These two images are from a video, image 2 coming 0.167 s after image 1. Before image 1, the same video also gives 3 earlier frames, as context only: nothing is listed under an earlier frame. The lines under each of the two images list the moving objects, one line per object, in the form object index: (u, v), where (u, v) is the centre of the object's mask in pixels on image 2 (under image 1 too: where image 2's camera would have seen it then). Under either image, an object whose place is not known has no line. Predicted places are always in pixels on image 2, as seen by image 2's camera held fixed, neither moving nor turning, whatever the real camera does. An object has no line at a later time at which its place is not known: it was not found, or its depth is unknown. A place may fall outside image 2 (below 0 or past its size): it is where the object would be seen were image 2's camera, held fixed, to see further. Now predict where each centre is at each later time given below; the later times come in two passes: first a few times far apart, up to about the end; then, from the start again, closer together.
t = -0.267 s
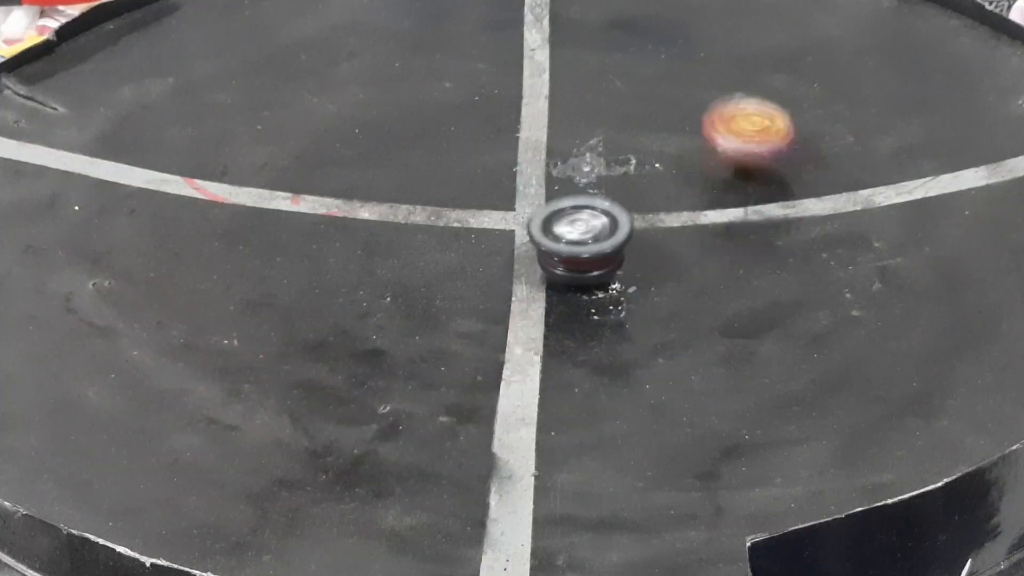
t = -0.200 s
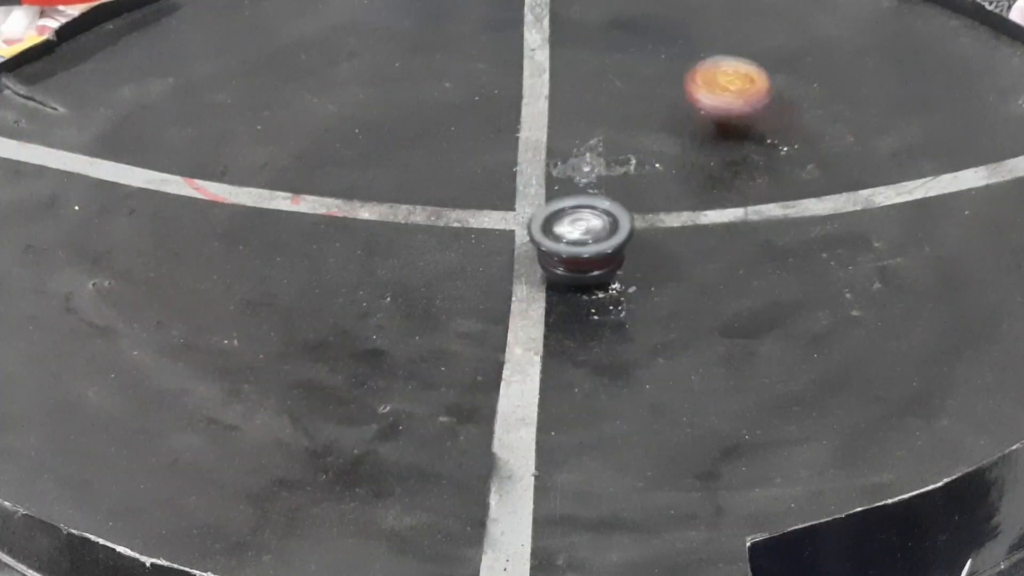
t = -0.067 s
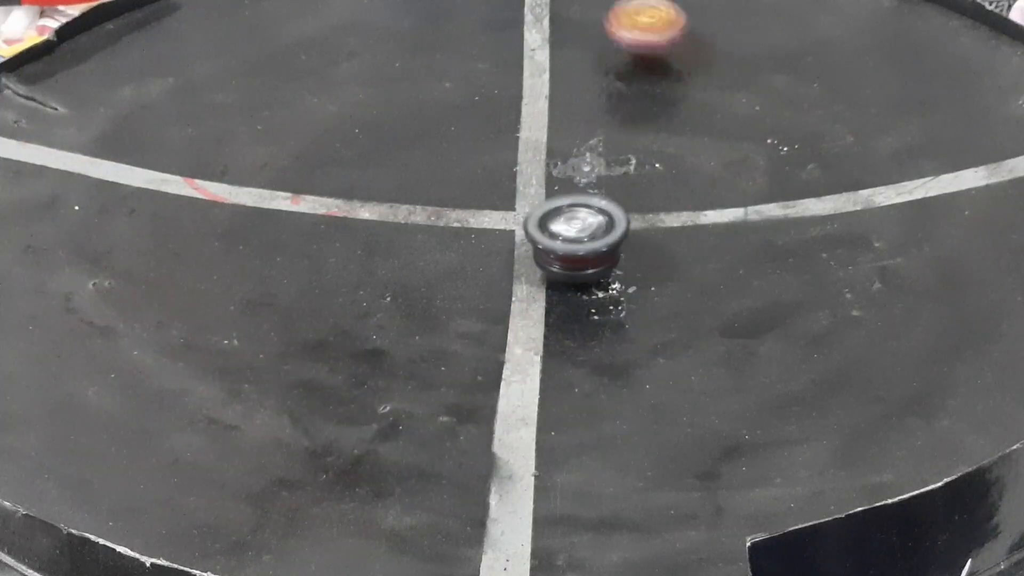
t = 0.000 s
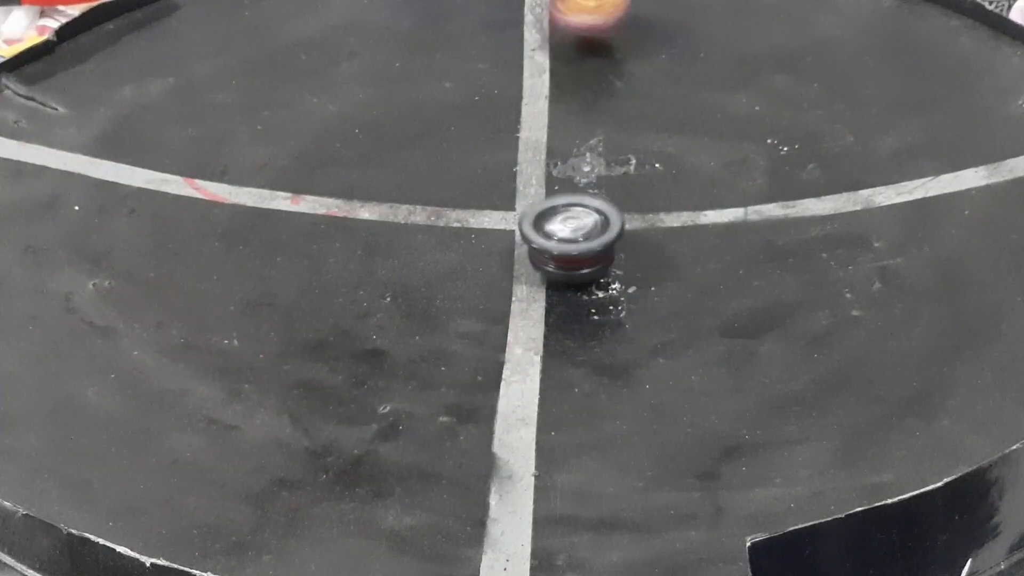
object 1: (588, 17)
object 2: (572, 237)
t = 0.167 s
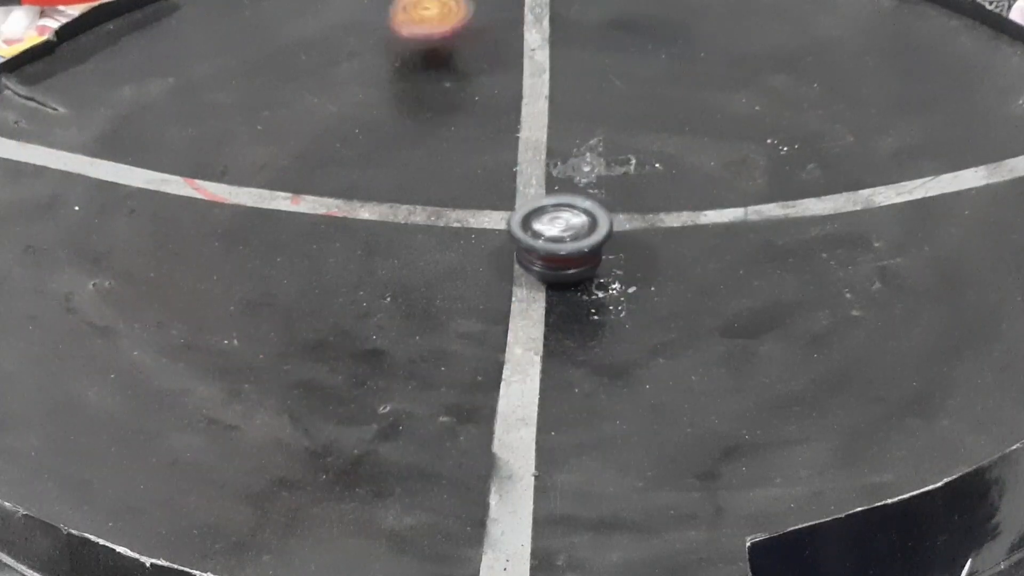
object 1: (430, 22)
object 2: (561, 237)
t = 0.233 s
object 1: (376, 47)
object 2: (558, 237)
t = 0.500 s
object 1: (373, 225)
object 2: (555, 229)
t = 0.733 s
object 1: (643, 320)
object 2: (543, 215)
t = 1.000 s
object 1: (960, 231)
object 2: (531, 203)
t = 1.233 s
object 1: (864, 108)
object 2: (529, 196)
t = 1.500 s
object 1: (566, 118)
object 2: (539, 191)
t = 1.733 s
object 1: (330, 156)
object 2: (575, 226)
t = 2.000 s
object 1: (168, 269)
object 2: (609, 248)
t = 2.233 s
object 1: (382, 341)
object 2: (629, 267)
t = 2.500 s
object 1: (543, 254)
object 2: (702, 235)
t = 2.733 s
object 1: (470, 172)
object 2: (744, 202)
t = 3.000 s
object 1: (347, 147)
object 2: (766, 176)
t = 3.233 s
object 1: (358, 181)
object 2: (756, 170)
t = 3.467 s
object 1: (481, 208)
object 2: (724, 170)
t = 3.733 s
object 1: (572, 183)
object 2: (735, 166)
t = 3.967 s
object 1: (522, 181)
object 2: (751, 159)
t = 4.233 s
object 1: (503, 199)
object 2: (739, 171)
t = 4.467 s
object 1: (523, 218)
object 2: (704, 187)
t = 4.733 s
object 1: (554, 229)
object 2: (650, 193)
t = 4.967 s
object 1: (515, 245)
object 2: (602, 194)
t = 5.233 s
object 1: (499, 249)
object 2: (560, 191)
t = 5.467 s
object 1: (497, 236)
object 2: (532, 178)
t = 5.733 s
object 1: (501, 223)
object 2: (529, 164)
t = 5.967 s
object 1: (504, 235)
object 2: (543, 149)
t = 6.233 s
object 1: (526, 247)
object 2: (574, 139)
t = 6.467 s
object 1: (548, 232)
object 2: (602, 152)
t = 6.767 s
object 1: (543, 218)
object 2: (619, 177)
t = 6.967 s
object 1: (483, 229)
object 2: (658, 190)
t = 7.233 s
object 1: (347, 232)
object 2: (697, 203)
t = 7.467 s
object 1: (277, 235)
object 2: (691, 221)
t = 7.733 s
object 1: (330, 236)
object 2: (644, 237)
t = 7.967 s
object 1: (437, 220)
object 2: (600, 232)
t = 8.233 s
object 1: (529, 196)
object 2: (630, 215)
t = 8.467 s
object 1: (601, 173)
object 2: (689, 219)
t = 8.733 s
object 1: (674, 153)
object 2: (722, 238)
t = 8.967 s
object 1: (678, 150)
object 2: (708, 255)
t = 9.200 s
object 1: (645, 173)
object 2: (662, 254)
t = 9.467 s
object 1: (665, 144)
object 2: (548, 286)
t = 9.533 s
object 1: (667, 138)
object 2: (533, 281)
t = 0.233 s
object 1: (376, 47)
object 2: (558, 237)
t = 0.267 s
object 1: (356, 65)
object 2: (559, 237)
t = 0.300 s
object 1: (340, 88)
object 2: (559, 236)
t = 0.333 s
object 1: (328, 108)
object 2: (560, 235)
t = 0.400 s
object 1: (327, 157)
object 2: (559, 232)
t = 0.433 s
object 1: (338, 182)
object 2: (559, 231)
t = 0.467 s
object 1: (350, 204)
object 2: (557, 229)
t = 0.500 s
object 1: (373, 225)
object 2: (555, 229)
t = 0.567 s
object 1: (430, 265)
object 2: (552, 224)
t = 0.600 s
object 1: (465, 283)
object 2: (550, 223)
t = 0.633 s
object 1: (506, 296)
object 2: (549, 219)
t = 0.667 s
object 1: (548, 306)
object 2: (546, 217)
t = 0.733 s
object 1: (643, 320)
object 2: (543, 215)
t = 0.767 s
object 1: (691, 320)
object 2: (540, 213)
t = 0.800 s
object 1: (743, 317)
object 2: (539, 212)
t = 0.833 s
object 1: (791, 311)
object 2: (537, 211)
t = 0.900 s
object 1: (874, 286)
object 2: (534, 207)
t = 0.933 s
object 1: (911, 269)
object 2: (533, 206)
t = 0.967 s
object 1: (939, 250)
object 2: (532, 205)
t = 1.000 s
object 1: (960, 231)
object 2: (531, 203)
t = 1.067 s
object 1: (970, 186)
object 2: (530, 201)
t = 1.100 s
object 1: (966, 169)
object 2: (530, 200)
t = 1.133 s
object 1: (949, 148)
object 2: (530, 199)
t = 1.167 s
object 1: (926, 129)
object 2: (529, 198)
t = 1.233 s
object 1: (864, 108)
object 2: (529, 196)
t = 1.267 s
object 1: (827, 102)
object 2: (529, 194)
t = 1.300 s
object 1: (788, 97)
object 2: (529, 193)
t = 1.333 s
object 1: (750, 95)
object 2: (530, 193)
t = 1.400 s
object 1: (670, 99)
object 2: (535, 192)
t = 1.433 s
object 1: (635, 107)
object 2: (536, 192)
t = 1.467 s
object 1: (599, 113)
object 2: (537, 191)
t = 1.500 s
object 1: (566, 118)
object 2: (539, 191)
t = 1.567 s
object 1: (498, 134)
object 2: (543, 194)
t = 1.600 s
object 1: (469, 140)
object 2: (548, 205)
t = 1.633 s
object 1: (431, 142)
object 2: (554, 213)
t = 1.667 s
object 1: (395, 145)
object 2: (561, 218)
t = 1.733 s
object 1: (330, 156)
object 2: (575, 226)
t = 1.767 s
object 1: (299, 164)
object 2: (580, 230)
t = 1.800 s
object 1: (269, 174)
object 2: (584, 233)
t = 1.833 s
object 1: (243, 190)
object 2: (587, 235)
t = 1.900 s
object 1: (198, 219)
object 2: (592, 240)
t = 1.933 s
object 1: (178, 231)
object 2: (595, 246)
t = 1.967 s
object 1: (170, 250)
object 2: (601, 248)
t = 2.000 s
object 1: (168, 269)
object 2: (609, 248)
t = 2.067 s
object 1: (192, 304)
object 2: (615, 253)
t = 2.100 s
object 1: (220, 319)
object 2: (619, 258)
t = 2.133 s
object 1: (252, 329)
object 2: (622, 260)
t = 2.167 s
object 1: (291, 338)
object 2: (624, 262)
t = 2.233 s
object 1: (382, 341)
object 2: (629, 267)
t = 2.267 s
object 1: (427, 336)
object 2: (629, 269)
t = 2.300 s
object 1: (471, 328)
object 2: (631, 269)
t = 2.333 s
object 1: (507, 317)
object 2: (632, 268)
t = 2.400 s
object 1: (546, 291)
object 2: (652, 262)
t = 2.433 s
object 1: (546, 279)
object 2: (674, 254)
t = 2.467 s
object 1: (546, 269)
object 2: (693, 243)
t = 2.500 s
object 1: (543, 254)
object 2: (702, 235)
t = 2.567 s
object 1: (530, 224)
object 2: (718, 221)
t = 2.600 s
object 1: (520, 215)
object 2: (723, 216)
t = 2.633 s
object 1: (510, 202)
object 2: (729, 212)
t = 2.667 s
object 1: (498, 191)
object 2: (735, 208)
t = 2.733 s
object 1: (470, 172)
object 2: (744, 202)
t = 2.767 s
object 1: (449, 162)
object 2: (749, 196)
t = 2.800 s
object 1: (432, 153)
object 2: (752, 193)
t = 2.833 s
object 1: (416, 151)
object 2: (755, 190)
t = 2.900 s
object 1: (382, 144)
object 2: (761, 184)
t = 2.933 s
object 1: (366, 141)
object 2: (764, 182)
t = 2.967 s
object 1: (354, 144)
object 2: (764, 180)
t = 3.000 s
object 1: (347, 147)
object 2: (766, 176)
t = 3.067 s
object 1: (339, 154)
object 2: (764, 174)
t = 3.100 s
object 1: (339, 158)
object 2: (763, 173)
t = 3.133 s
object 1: (341, 164)
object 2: (761, 172)
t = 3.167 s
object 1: (343, 169)
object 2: (760, 171)
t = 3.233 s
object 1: (358, 181)
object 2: (756, 170)
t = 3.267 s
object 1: (369, 187)
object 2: (753, 169)
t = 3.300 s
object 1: (383, 193)
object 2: (750, 169)
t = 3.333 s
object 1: (399, 198)
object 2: (746, 169)
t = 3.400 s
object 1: (437, 204)
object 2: (736, 169)
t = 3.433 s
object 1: (458, 207)
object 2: (730, 169)
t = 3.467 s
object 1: (481, 208)
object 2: (724, 170)
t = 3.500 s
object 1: (505, 209)
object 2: (719, 170)
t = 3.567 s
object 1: (551, 202)
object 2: (707, 171)
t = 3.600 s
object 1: (573, 200)
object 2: (699, 173)
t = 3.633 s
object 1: (594, 194)
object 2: (690, 175)
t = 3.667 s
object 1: (590, 189)
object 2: (706, 170)
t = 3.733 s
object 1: (572, 183)
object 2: (735, 166)
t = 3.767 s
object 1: (563, 181)
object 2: (741, 163)
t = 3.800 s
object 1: (555, 179)
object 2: (744, 161)
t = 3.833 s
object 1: (547, 178)
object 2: (746, 159)
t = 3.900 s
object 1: (535, 178)
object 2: (748, 159)
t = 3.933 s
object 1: (530, 179)
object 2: (750, 159)
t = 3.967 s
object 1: (522, 181)
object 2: (751, 159)
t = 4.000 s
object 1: (515, 182)
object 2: (753, 160)
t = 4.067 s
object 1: (507, 187)
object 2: (750, 162)
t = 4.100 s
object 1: (504, 190)
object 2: (748, 164)
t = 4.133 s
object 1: (503, 192)
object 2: (747, 165)
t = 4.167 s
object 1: (503, 194)
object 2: (744, 167)
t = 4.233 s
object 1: (503, 199)
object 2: (739, 171)
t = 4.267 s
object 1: (505, 203)
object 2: (736, 174)
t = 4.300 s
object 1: (506, 205)
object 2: (731, 176)
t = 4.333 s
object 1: (507, 207)
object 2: (726, 178)
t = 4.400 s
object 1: (511, 212)
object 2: (717, 183)
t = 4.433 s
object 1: (516, 216)
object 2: (712, 184)
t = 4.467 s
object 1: (523, 218)
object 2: (704, 187)
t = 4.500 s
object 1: (527, 220)
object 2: (697, 188)
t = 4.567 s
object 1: (544, 222)
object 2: (681, 193)
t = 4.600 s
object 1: (550, 223)
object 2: (672, 194)
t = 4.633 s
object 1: (555, 221)
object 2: (664, 196)
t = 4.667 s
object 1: (563, 222)
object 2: (654, 197)
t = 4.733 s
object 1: (554, 229)
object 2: (650, 193)
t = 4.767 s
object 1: (546, 231)
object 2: (646, 192)
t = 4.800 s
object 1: (538, 233)
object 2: (640, 192)
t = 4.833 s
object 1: (532, 237)
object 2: (633, 191)
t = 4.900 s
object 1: (523, 241)
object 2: (615, 192)
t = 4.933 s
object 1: (520, 245)
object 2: (608, 192)
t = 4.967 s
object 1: (515, 245)
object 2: (602, 194)
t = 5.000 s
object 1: (511, 247)
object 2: (596, 194)
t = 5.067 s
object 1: (505, 250)
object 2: (585, 194)
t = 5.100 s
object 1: (503, 250)
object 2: (580, 194)
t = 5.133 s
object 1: (501, 250)
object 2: (573, 193)
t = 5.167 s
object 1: (501, 251)
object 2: (568, 193)
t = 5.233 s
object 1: (499, 249)
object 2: (560, 191)
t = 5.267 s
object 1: (499, 248)
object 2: (556, 189)
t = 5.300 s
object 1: (500, 245)
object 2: (551, 188)
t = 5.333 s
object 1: (499, 242)
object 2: (546, 186)
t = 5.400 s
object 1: (498, 237)
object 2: (537, 184)
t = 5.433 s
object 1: (497, 238)
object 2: (535, 181)
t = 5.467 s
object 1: (497, 236)
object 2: (532, 178)
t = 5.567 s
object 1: (496, 234)
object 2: (526, 172)
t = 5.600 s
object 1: (496, 232)
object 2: (527, 171)
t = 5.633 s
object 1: (497, 230)
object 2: (528, 169)
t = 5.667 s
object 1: (499, 228)
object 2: (528, 167)
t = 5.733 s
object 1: (501, 223)
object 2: (529, 164)
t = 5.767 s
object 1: (503, 222)
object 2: (530, 162)
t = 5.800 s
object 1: (505, 219)
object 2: (530, 160)
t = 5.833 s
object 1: (506, 217)
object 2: (533, 158)
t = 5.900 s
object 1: (505, 225)
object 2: (539, 153)
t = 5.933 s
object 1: (504, 229)
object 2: (541, 151)
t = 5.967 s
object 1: (504, 235)
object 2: (543, 149)
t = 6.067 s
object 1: (511, 243)
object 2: (554, 143)
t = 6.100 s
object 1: (512, 245)
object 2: (557, 141)
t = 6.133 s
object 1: (516, 246)
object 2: (561, 140)
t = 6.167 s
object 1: (520, 246)
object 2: (564, 139)
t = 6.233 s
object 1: (526, 247)
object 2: (574, 139)
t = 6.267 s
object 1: (530, 245)
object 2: (578, 140)
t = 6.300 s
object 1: (534, 242)
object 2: (582, 142)
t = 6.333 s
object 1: (536, 242)
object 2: (585, 144)
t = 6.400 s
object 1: (545, 238)
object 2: (593, 147)
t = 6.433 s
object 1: (545, 234)
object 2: (598, 149)
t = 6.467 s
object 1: (548, 232)
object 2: (602, 152)
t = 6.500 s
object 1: (551, 228)
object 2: (604, 154)
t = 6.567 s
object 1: (553, 222)
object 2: (608, 158)
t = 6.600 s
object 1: (556, 218)
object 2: (611, 162)
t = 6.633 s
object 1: (557, 218)
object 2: (613, 165)
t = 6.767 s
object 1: (543, 218)
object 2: (619, 177)
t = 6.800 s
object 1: (539, 218)
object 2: (619, 182)
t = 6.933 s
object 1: (499, 226)
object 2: (641, 191)
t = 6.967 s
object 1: (483, 229)
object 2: (658, 190)
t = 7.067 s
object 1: (433, 234)
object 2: (681, 190)
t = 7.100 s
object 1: (415, 233)
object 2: (685, 192)
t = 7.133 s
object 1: (397, 233)
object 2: (689, 195)
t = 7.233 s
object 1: (347, 232)
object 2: (697, 203)
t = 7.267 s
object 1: (331, 233)
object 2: (699, 206)
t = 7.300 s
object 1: (314, 232)
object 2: (700, 209)
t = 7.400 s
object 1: (288, 236)
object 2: (697, 217)
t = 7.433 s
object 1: (280, 234)
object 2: (694, 220)
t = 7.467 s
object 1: (277, 235)
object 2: (691, 221)
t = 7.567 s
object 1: (280, 237)
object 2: (676, 228)
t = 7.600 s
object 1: (286, 236)
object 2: (670, 231)
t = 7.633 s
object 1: (295, 238)
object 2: (664, 233)
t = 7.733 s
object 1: (330, 236)
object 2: (644, 237)
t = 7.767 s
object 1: (340, 235)
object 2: (638, 237)
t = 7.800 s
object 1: (357, 232)
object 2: (631, 237)
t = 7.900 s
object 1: (407, 224)
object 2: (614, 235)
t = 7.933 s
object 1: (421, 223)
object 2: (606, 233)
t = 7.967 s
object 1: (437, 220)
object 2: (600, 232)
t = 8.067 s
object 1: (483, 214)
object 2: (581, 223)
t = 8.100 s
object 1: (487, 211)
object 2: (596, 222)
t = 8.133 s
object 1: (497, 207)
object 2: (608, 221)
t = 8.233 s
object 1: (529, 196)
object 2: (630, 215)
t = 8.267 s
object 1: (541, 192)
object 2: (639, 214)
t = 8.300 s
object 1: (552, 189)
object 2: (646, 214)
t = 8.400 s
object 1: (581, 178)
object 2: (673, 216)
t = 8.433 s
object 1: (590, 177)
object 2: (682, 217)
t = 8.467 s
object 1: (601, 173)
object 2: (689, 219)
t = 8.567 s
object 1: (633, 166)
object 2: (707, 224)
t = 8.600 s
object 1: (641, 163)
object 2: (712, 227)
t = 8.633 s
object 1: (650, 159)
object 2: (714, 229)
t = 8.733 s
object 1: (674, 153)
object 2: (722, 238)
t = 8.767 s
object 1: (676, 150)
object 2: (722, 241)
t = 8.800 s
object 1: (678, 149)
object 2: (721, 243)
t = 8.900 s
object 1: (681, 149)
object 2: (715, 251)
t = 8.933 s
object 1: (679, 149)
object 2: (710, 254)
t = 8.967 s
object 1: (678, 150)
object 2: (708, 255)
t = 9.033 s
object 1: (672, 156)
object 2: (696, 256)
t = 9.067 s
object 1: (667, 159)
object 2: (689, 257)
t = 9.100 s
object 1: (661, 162)
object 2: (682, 256)
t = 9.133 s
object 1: (656, 166)
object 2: (674, 256)
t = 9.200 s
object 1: (645, 173)
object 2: (662, 254)
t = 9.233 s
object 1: (640, 176)
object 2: (656, 252)
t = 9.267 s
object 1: (631, 179)
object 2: (648, 250)
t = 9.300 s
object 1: (634, 182)
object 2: (631, 262)
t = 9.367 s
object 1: (644, 173)
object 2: (615, 267)
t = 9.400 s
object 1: (660, 154)
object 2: (574, 284)
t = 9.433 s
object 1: (662, 147)
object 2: (559, 286)
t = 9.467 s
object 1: (665, 144)
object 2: (548, 286)
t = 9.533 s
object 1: (667, 138)
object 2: (533, 281)
